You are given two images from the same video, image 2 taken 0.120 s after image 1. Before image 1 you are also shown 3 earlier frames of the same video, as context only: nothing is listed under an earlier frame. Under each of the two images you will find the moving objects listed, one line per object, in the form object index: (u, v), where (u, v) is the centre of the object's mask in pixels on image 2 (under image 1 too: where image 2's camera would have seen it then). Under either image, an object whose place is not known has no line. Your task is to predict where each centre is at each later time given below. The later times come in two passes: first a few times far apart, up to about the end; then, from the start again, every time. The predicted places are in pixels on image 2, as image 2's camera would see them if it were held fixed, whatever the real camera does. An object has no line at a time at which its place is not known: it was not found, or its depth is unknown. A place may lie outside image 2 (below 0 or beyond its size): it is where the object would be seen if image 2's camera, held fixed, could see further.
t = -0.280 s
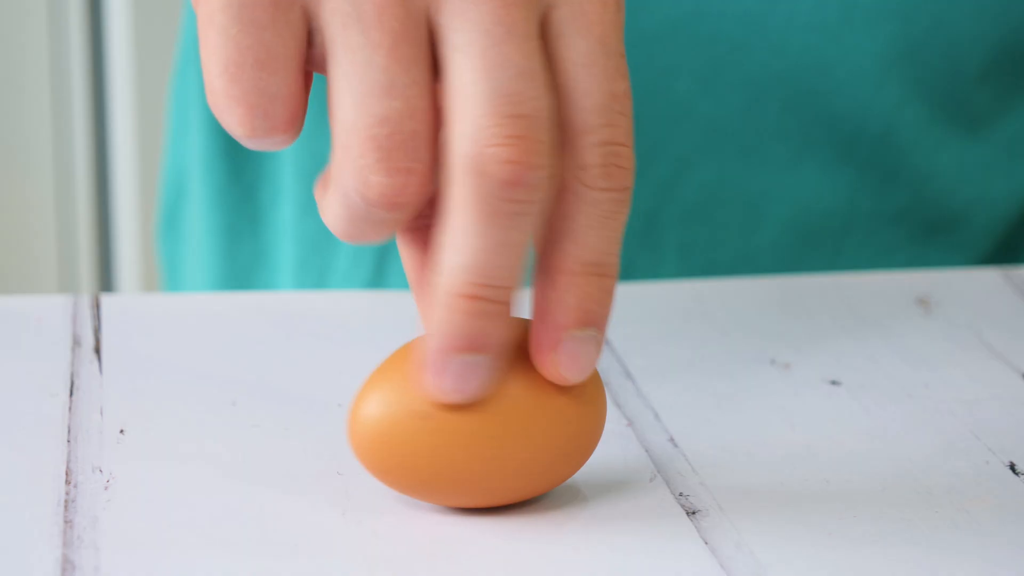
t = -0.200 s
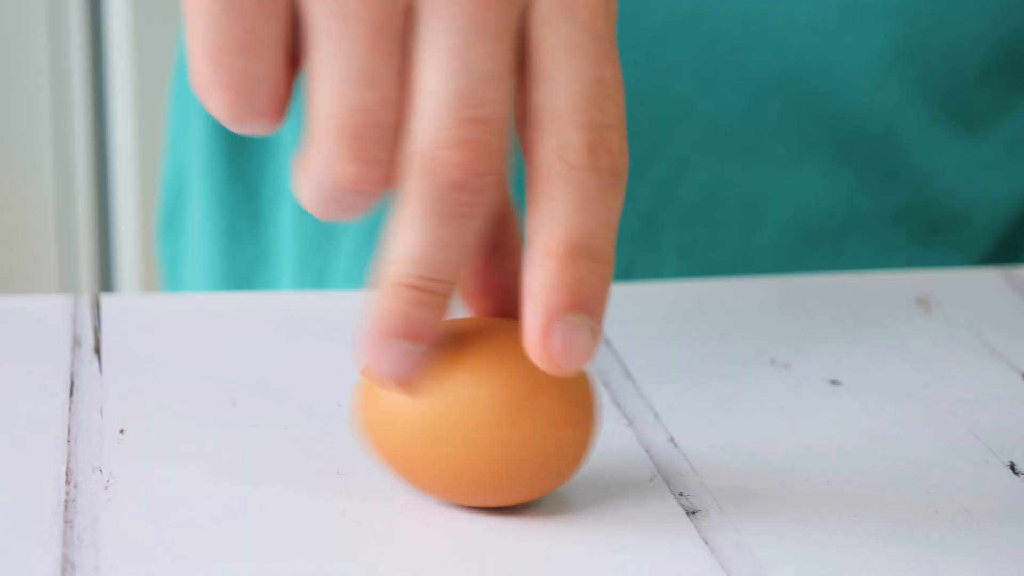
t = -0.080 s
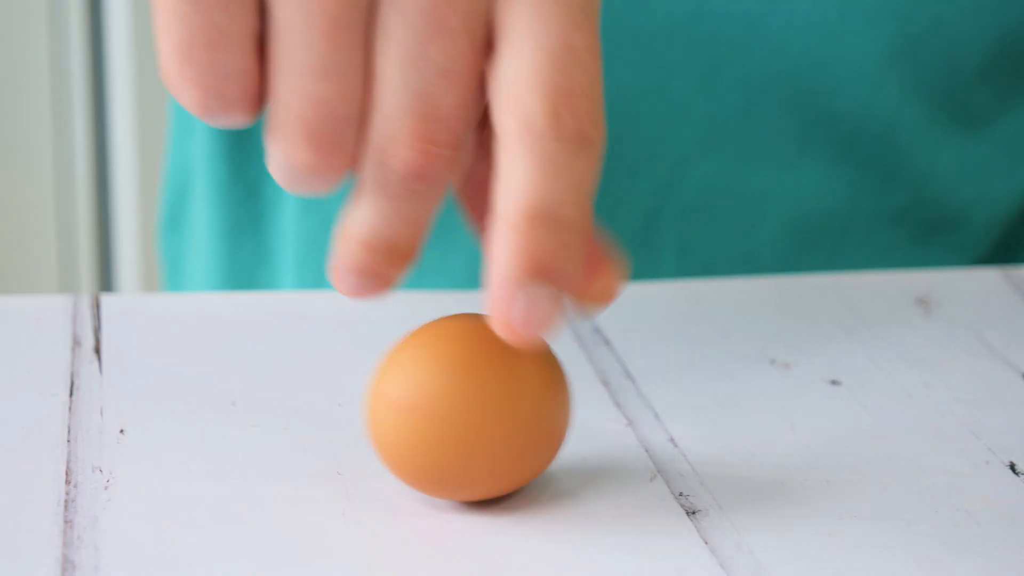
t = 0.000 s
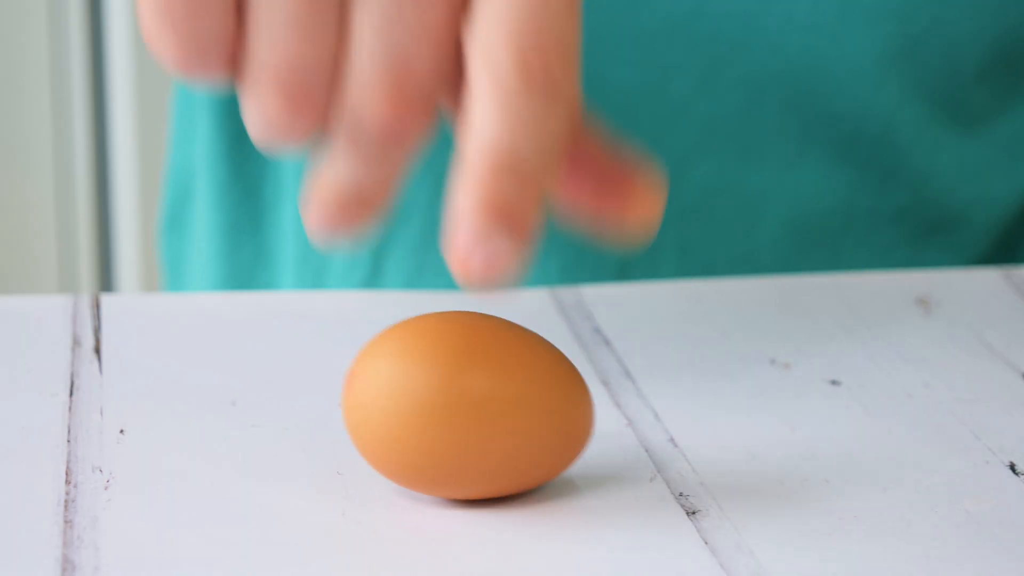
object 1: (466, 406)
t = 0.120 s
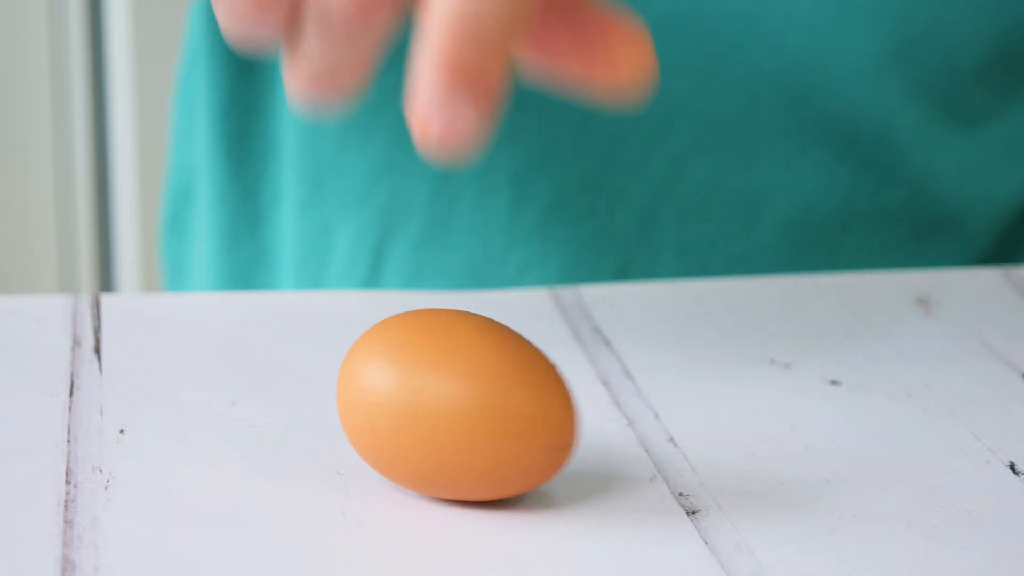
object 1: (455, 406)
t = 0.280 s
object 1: (447, 405)
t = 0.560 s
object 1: (453, 413)
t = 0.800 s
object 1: (464, 421)
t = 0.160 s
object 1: (451, 406)
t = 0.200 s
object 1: (448, 405)
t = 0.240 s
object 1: (447, 405)
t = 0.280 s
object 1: (447, 405)
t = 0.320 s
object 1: (448, 406)
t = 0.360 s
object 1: (448, 408)
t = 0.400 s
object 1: (448, 409)
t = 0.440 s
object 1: (448, 410)
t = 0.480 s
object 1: (449, 411)
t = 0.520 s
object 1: (450, 412)
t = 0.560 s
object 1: (453, 413)
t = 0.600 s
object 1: (457, 414)
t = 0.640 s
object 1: (461, 416)
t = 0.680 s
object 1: (464, 417)
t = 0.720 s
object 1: (466, 419)
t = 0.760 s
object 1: (466, 420)
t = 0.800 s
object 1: (464, 421)
